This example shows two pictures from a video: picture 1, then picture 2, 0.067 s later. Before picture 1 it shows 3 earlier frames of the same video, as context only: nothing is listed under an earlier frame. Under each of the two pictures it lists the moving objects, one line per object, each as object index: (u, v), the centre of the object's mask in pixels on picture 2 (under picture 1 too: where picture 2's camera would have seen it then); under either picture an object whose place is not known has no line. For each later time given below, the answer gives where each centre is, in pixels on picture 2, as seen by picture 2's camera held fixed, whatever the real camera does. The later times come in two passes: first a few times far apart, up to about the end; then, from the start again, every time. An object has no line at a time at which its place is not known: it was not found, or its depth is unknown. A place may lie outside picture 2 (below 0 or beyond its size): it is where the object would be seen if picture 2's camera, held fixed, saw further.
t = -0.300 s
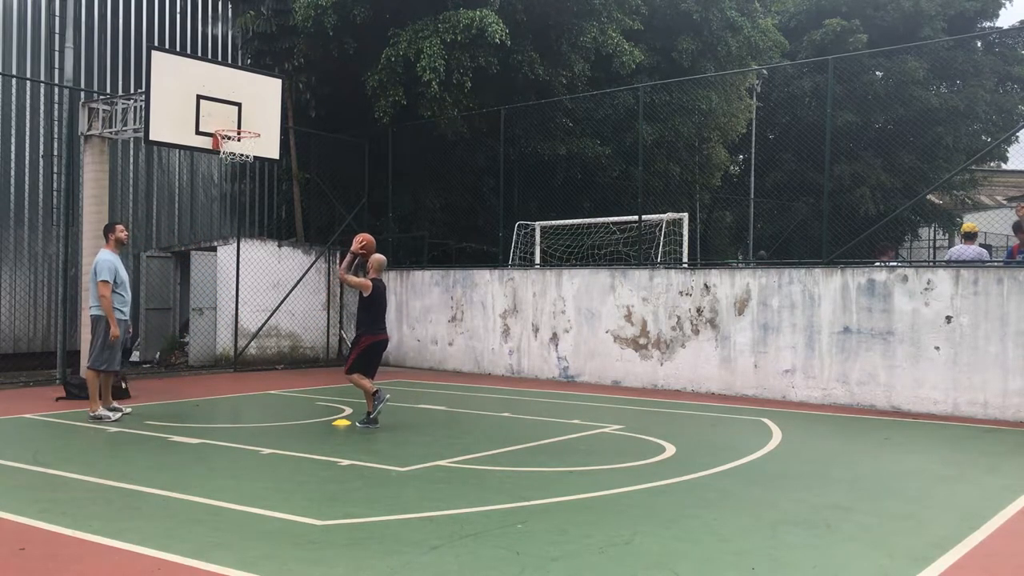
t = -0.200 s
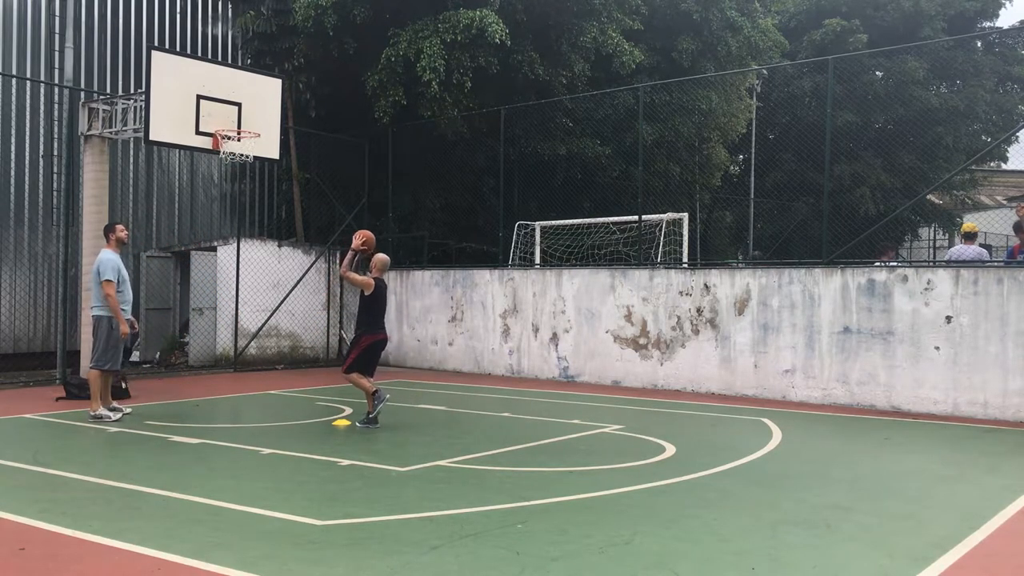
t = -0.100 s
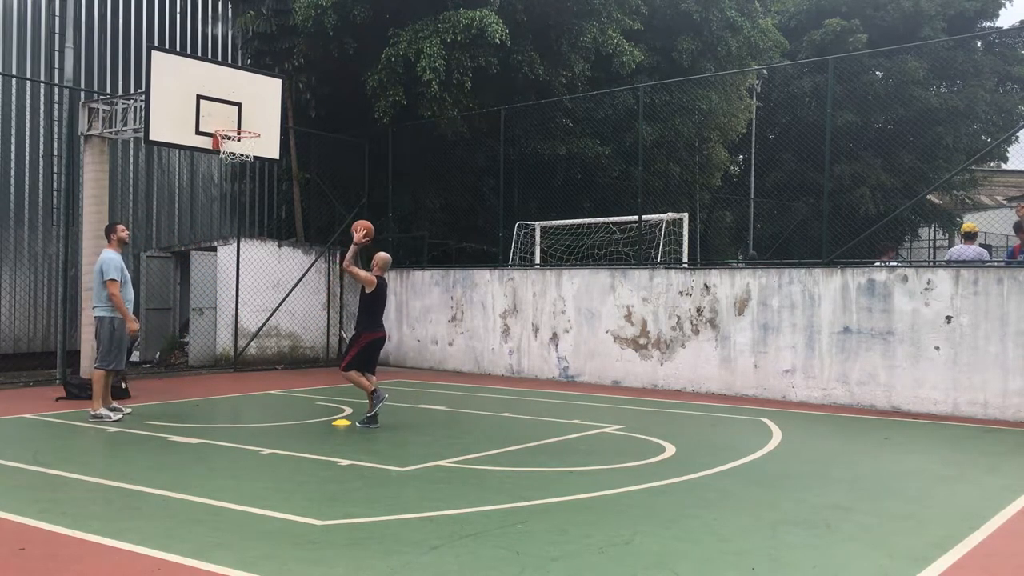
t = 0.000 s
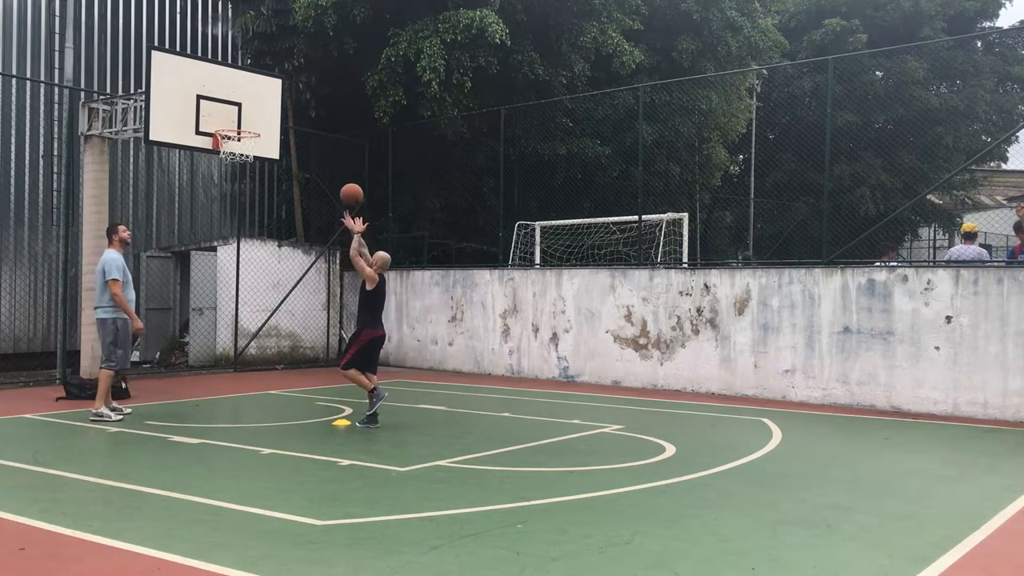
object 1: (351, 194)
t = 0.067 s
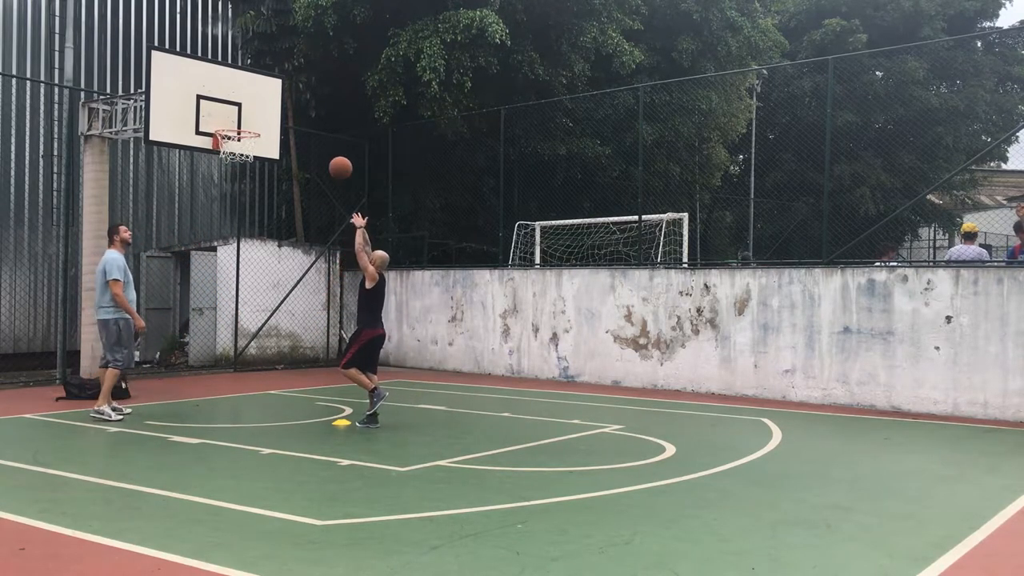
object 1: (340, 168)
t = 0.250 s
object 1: (310, 117)
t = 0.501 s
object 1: (269, 98)
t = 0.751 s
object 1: (231, 134)
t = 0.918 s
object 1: (218, 168)
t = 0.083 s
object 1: (337, 162)
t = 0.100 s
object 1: (335, 156)
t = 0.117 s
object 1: (332, 151)
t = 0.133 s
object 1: (329, 146)
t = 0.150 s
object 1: (326, 141)
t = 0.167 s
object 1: (324, 136)
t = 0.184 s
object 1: (321, 132)
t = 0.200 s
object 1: (318, 128)
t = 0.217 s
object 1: (315, 124)
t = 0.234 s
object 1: (312, 120)
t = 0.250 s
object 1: (310, 117)
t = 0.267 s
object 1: (307, 114)
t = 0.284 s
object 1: (304, 111)
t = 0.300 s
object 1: (301, 108)
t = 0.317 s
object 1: (299, 106)
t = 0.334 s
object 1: (296, 104)
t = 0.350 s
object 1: (293, 102)
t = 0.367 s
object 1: (291, 101)
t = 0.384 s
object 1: (288, 100)
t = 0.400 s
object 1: (285, 99)
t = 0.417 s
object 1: (282, 98)
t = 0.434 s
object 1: (280, 98)
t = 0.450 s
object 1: (278, 98)
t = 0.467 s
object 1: (275, 97)
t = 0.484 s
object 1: (272, 98)
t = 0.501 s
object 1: (269, 98)
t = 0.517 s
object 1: (267, 99)
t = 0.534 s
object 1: (264, 100)
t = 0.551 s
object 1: (261, 101)
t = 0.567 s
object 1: (259, 103)
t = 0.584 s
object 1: (256, 105)
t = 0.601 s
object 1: (253, 106)
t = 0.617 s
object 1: (250, 109)
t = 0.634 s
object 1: (248, 111)
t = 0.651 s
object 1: (246, 114)
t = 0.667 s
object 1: (243, 117)
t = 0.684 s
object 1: (240, 120)
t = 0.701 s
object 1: (238, 123)
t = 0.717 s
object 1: (235, 126)
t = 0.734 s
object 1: (233, 128)
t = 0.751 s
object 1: (231, 134)
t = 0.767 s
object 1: (229, 139)
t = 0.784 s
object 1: (225, 142)
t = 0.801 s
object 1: (223, 144)
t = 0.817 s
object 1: (223, 146)
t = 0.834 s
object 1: (222, 151)
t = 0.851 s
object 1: (221, 153)
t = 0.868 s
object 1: (220, 157)
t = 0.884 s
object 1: (220, 160)
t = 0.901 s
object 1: (220, 164)
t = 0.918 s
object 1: (218, 168)
